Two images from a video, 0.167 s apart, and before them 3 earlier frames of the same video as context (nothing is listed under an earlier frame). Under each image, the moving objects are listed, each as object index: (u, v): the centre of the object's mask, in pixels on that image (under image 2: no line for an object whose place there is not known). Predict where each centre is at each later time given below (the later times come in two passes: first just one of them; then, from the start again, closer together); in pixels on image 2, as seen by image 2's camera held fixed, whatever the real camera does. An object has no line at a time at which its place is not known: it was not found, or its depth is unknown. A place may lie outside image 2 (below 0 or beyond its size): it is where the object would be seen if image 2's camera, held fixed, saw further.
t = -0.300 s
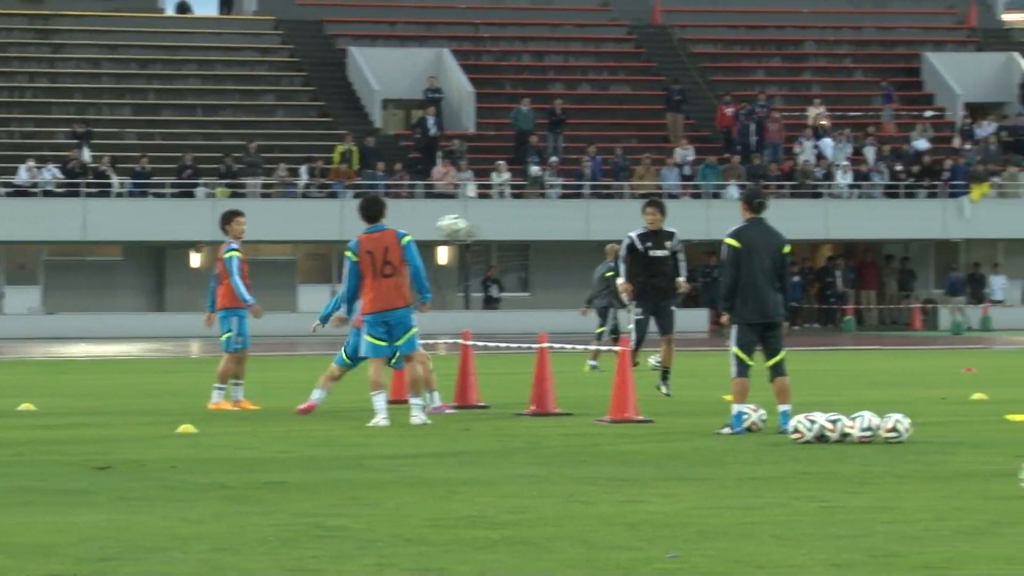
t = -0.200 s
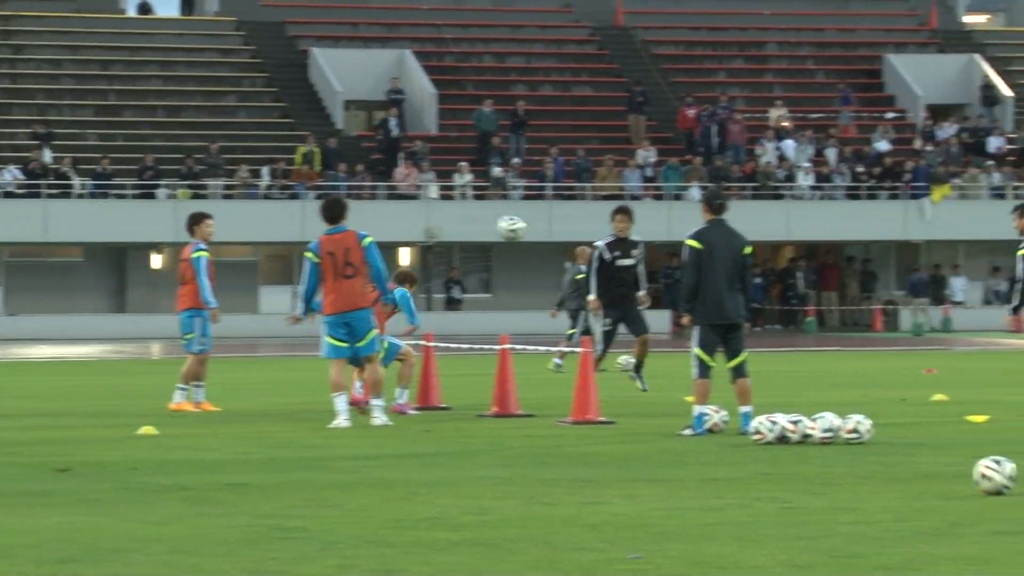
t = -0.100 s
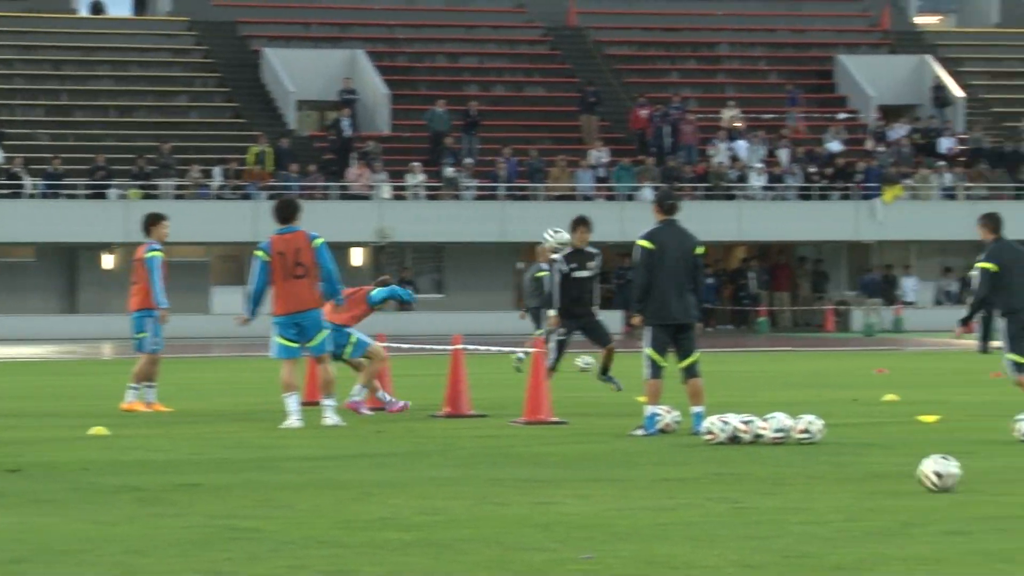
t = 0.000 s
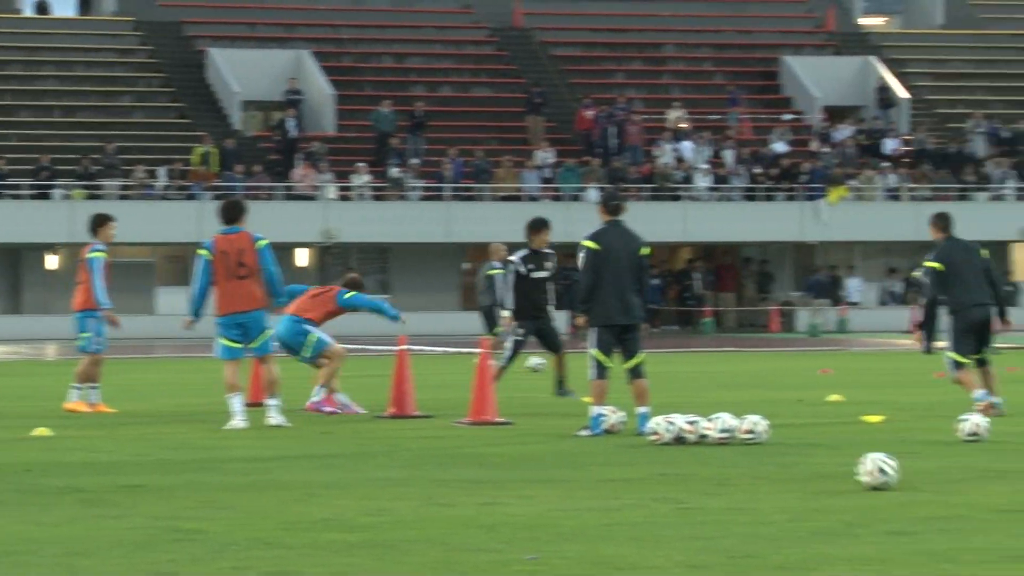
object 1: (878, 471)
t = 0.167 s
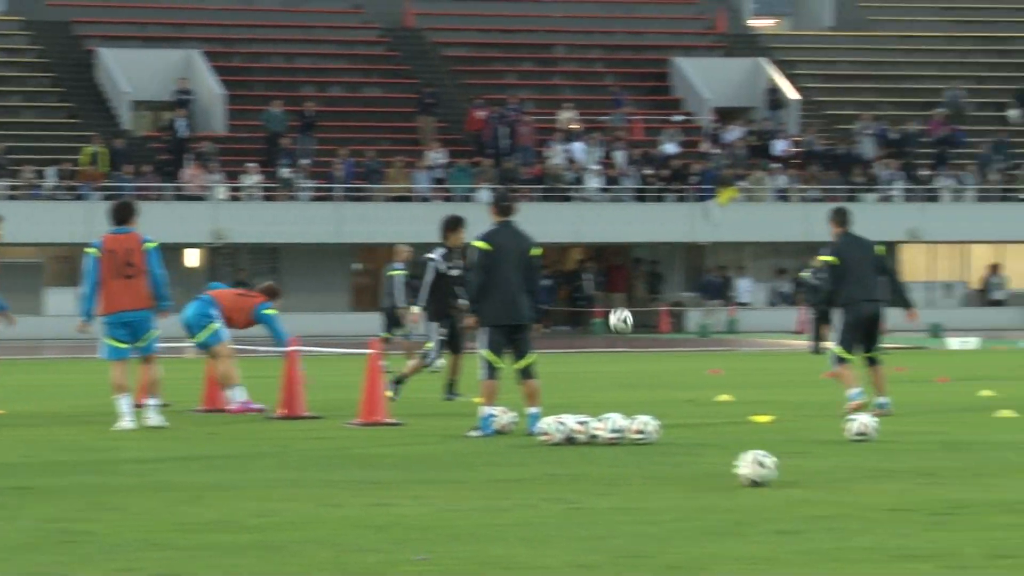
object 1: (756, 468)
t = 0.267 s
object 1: (749, 467)
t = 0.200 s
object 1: (754, 468)
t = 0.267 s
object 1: (749, 467)
